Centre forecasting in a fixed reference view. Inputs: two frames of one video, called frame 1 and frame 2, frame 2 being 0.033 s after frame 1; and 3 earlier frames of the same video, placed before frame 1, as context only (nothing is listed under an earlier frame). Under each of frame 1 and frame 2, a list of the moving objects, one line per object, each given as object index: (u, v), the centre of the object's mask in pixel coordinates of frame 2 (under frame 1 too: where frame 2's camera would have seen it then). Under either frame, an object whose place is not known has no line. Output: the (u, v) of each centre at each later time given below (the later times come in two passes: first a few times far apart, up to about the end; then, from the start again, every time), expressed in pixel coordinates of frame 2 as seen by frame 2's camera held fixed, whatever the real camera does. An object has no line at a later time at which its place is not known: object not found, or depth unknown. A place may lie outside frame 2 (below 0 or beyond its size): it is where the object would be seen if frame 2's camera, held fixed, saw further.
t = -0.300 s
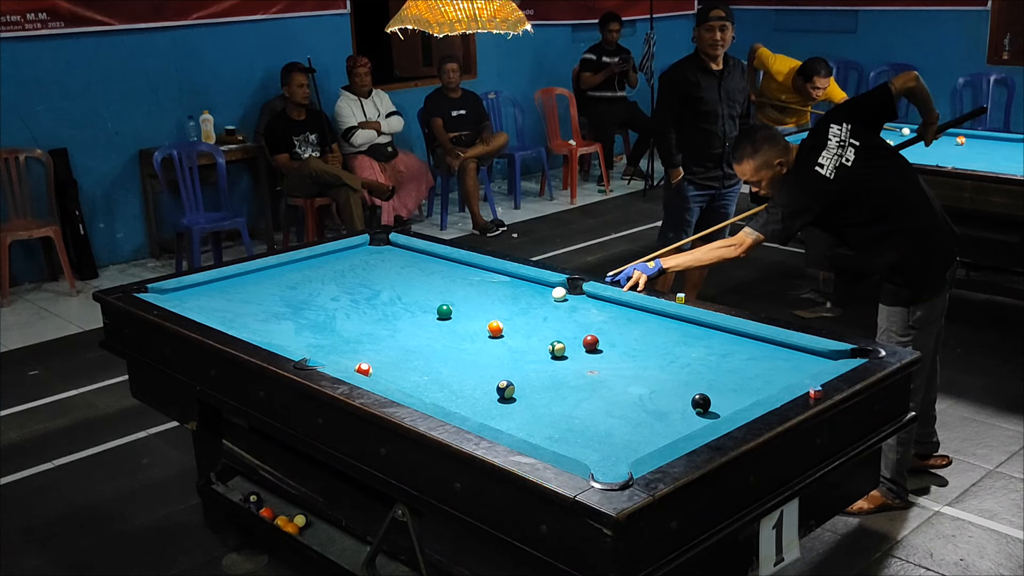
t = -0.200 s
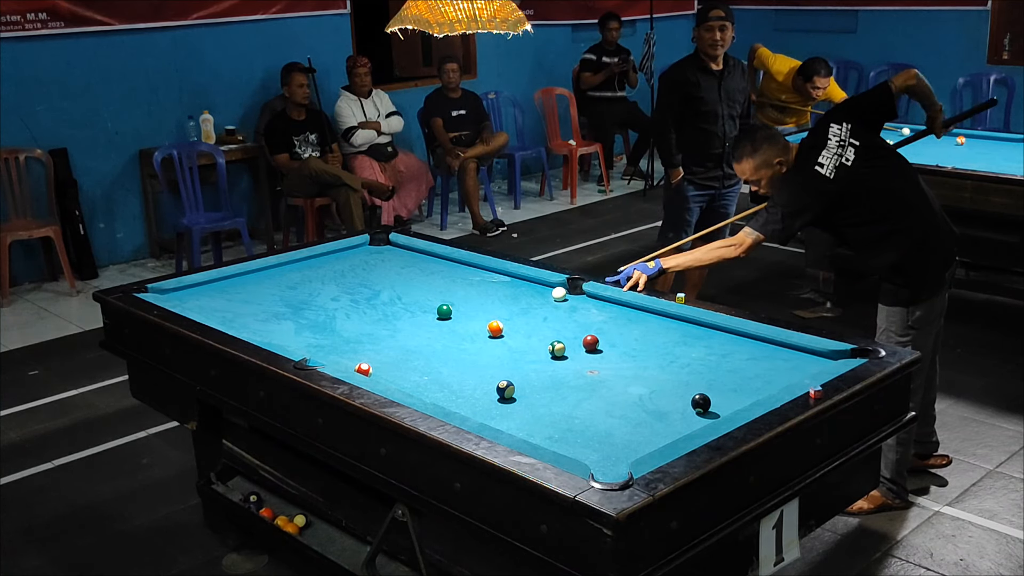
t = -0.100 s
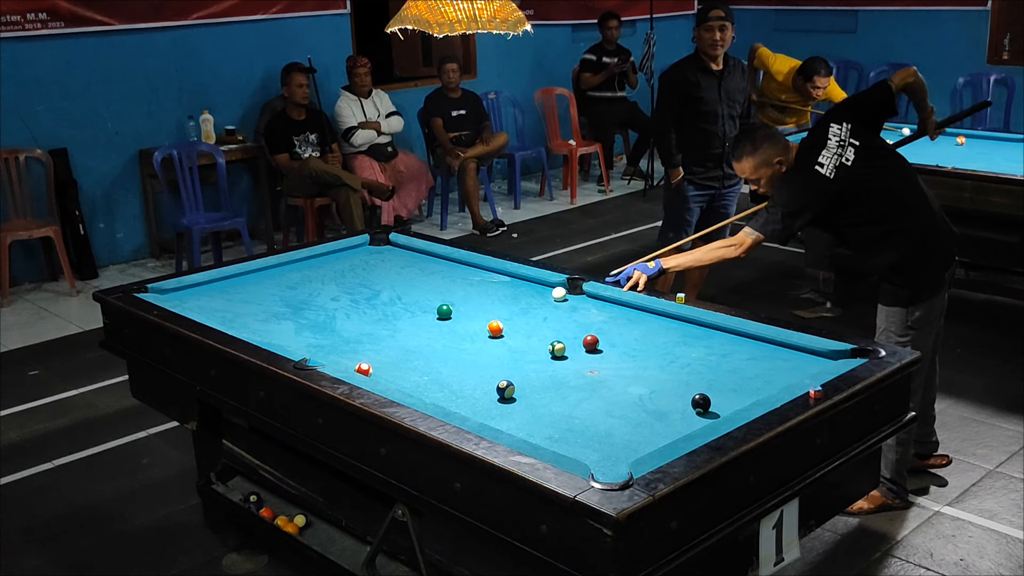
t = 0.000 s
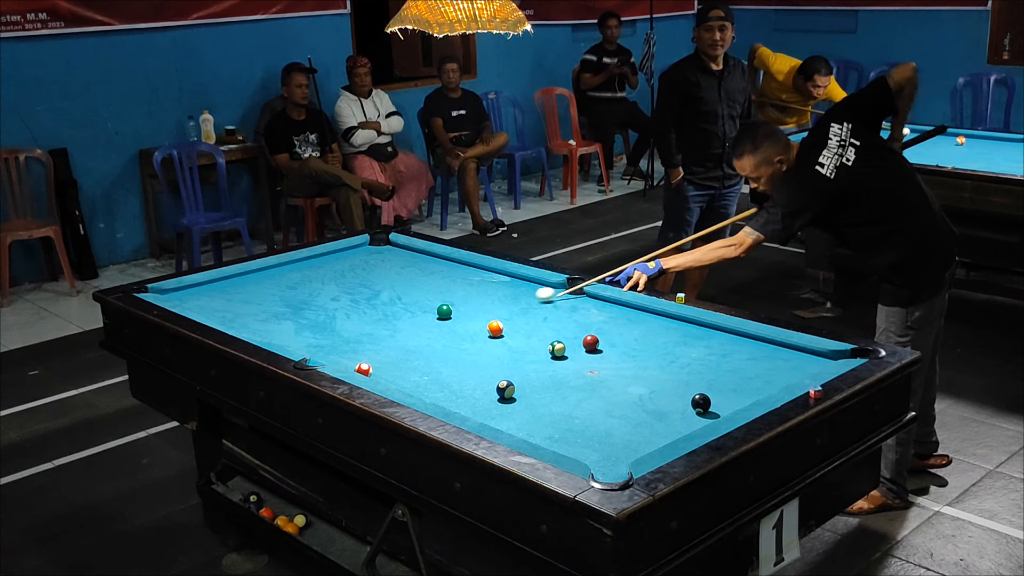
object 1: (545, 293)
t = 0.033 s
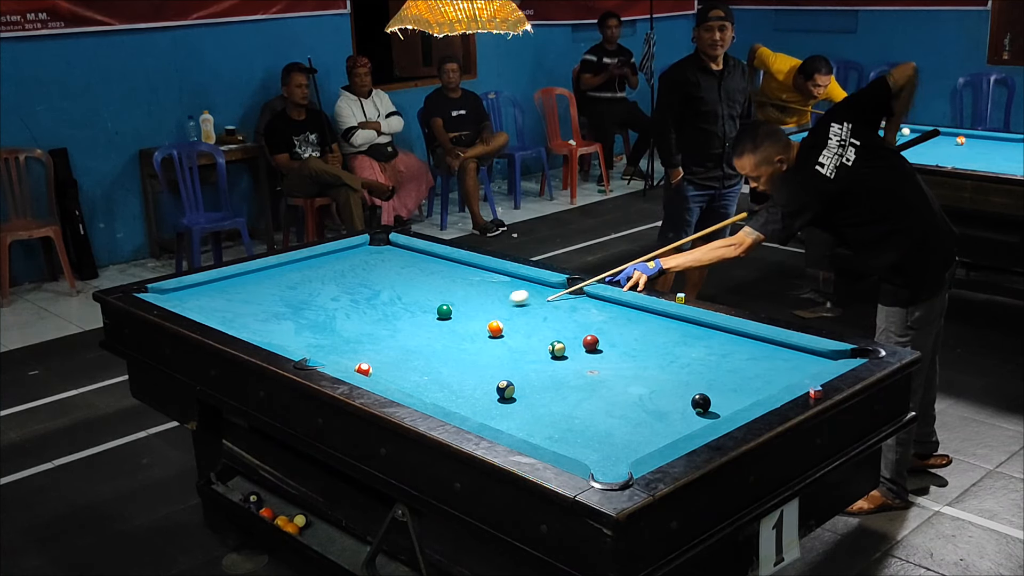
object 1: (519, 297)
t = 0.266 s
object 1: (415, 299)
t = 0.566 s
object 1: (352, 286)
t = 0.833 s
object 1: (303, 276)
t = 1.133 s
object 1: (275, 270)
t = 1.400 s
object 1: (308, 276)
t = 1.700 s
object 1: (343, 283)
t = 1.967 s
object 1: (375, 289)
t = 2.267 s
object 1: (410, 296)
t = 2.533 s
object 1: (439, 301)
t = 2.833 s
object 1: (471, 307)
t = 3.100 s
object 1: (498, 312)
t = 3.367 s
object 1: (524, 317)
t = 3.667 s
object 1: (551, 323)
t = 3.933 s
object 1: (574, 327)
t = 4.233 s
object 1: (598, 331)
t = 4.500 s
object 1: (616, 336)
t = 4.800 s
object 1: (635, 339)
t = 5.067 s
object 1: (650, 342)
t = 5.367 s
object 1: (664, 344)
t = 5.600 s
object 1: (673, 346)
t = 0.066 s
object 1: (493, 301)
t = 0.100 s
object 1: (468, 305)
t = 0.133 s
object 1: (449, 305)
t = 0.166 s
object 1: (439, 304)
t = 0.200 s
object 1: (430, 302)
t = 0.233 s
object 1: (423, 301)
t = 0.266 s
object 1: (415, 299)
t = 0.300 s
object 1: (408, 297)
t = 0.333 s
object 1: (400, 296)
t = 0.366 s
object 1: (393, 294)
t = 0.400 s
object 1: (386, 293)
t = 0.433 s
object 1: (379, 291)
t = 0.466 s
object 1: (372, 290)
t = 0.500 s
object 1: (366, 289)
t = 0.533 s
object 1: (359, 287)
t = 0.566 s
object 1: (352, 286)
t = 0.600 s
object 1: (346, 285)
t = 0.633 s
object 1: (339, 283)
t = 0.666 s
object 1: (333, 282)
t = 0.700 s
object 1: (327, 281)
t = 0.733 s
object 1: (321, 279)
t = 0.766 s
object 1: (314, 278)
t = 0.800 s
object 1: (308, 277)
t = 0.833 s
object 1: (303, 276)
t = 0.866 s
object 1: (297, 274)
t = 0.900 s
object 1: (291, 273)
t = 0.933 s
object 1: (285, 272)
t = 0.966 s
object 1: (280, 271)
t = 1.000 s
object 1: (274, 270)
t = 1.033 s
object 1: (268, 269)
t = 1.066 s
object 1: (266, 268)
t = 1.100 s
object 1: (271, 269)
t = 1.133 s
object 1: (275, 270)
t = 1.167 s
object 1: (279, 271)
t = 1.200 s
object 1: (283, 271)
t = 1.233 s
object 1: (288, 272)
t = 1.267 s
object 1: (292, 273)
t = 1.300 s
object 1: (296, 273)
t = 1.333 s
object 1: (300, 274)
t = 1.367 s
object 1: (304, 275)
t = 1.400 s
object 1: (308, 276)
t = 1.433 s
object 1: (312, 277)
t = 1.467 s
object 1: (316, 277)
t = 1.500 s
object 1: (320, 278)
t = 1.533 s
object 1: (324, 279)
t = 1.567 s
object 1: (328, 280)
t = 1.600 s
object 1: (332, 281)
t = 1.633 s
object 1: (336, 281)
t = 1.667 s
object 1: (340, 282)
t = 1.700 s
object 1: (343, 283)
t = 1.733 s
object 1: (347, 284)
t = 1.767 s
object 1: (351, 284)
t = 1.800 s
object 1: (355, 285)
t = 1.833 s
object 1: (359, 286)
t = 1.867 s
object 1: (363, 286)
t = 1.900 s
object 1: (367, 287)
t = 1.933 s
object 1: (371, 288)
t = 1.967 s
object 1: (375, 289)
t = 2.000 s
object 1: (378, 289)
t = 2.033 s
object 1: (382, 290)
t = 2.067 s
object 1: (386, 291)
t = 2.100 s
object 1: (390, 291)
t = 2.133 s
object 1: (394, 292)
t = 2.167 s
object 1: (397, 293)
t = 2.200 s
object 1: (403, 294)
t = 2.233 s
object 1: (407, 295)
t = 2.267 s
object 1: (410, 296)
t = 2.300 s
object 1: (414, 296)
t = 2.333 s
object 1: (418, 297)
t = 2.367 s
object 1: (421, 298)
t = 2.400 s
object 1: (425, 298)
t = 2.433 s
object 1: (428, 299)
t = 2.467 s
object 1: (432, 300)
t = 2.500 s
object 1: (436, 300)
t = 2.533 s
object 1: (439, 301)
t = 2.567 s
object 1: (443, 302)
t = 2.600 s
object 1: (446, 302)
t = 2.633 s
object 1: (450, 303)
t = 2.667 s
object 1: (454, 304)
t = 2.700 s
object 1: (457, 304)
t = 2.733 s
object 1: (461, 305)
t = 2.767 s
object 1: (464, 306)
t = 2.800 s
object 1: (468, 307)
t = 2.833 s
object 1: (471, 307)
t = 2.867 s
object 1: (475, 308)
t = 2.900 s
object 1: (478, 308)
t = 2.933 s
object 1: (481, 309)
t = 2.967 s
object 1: (485, 310)
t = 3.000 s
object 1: (488, 311)
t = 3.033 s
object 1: (491, 311)
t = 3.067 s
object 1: (495, 312)
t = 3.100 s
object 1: (498, 312)
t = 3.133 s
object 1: (501, 313)
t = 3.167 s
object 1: (505, 314)
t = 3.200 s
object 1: (508, 314)
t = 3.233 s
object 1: (511, 315)
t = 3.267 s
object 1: (514, 316)
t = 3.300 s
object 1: (517, 316)
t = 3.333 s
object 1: (520, 317)
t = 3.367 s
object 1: (524, 317)
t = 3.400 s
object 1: (527, 318)
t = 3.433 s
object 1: (530, 319)
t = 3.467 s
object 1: (533, 319)
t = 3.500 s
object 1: (536, 320)
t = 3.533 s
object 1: (539, 320)
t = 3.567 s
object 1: (542, 321)
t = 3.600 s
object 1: (545, 321)
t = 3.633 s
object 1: (548, 322)
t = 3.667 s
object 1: (551, 323)
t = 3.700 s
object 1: (554, 323)
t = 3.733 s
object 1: (557, 324)
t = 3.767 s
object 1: (560, 324)
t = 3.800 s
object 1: (563, 325)
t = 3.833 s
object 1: (566, 326)
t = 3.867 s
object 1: (569, 326)
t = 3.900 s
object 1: (571, 327)
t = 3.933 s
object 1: (574, 327)
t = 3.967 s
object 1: (577, 327)
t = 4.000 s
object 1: (580, 328)
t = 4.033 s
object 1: (582, 329)
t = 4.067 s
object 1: (585, 329)
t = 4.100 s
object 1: (588, 329)
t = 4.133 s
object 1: (590, 329)
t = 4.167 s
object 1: (593, 329)
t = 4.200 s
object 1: (596, 330)
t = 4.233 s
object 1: (598, 331)
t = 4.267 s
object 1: (600, 332)
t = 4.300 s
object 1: (603, 333)
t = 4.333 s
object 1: (605, 333)
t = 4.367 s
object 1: (607, 334)
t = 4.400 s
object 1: (610, 334)
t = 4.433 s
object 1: (612, 335)
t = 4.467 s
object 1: (614, 335)
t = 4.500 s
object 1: (616, 336)
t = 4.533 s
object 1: (618, 336)
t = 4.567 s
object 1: (621, 336)
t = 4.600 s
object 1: (623, 337)
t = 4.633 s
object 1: (625, 337)
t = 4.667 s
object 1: (627, 338)
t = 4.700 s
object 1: (629, 338)
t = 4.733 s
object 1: (631, 338)
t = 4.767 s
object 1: (633, 339)
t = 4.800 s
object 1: (635, 339)
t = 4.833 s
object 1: (637, 340)
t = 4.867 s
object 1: (639, 340)
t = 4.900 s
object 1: (641, 340)
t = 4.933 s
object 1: (643, 341)
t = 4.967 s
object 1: (645, 341)
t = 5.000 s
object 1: (647, 341)
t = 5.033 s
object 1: (648, 341)
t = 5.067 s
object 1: (650, 342)
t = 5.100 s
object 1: (652, 342)
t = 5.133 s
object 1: (653, 342)
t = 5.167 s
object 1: (655, 343)
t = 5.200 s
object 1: (657, 343)
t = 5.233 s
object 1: (658, 343)
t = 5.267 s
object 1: (660, 343)
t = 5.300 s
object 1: (661, 343)
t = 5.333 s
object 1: (663, 344)
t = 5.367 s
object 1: (664, 344)
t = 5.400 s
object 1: (665, 344)
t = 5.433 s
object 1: (667, 344)
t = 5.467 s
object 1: (668, 345)
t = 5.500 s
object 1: (669, 345)
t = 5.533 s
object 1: (670, 345)
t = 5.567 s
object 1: (672, 345)
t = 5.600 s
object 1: (673, 346)
